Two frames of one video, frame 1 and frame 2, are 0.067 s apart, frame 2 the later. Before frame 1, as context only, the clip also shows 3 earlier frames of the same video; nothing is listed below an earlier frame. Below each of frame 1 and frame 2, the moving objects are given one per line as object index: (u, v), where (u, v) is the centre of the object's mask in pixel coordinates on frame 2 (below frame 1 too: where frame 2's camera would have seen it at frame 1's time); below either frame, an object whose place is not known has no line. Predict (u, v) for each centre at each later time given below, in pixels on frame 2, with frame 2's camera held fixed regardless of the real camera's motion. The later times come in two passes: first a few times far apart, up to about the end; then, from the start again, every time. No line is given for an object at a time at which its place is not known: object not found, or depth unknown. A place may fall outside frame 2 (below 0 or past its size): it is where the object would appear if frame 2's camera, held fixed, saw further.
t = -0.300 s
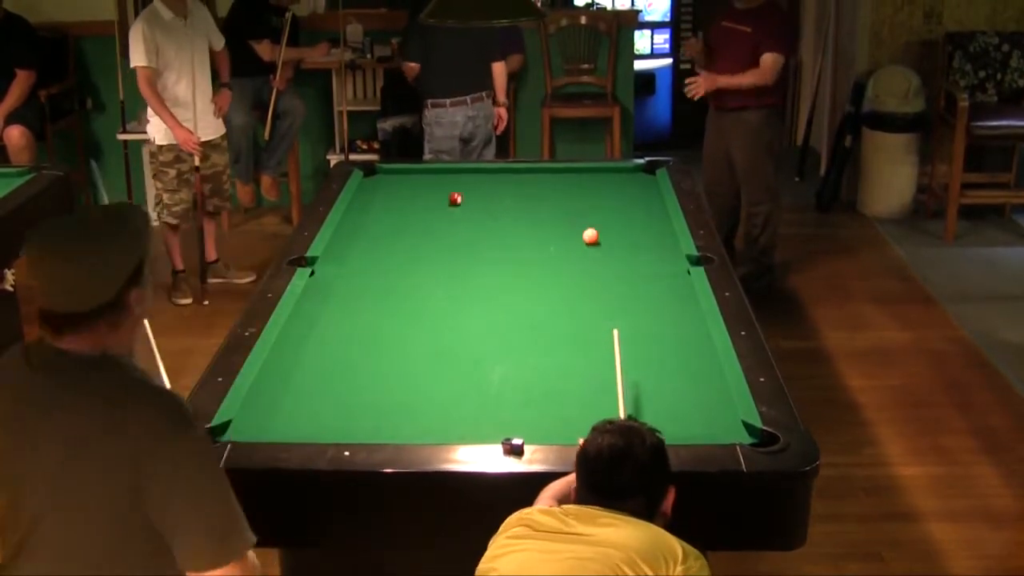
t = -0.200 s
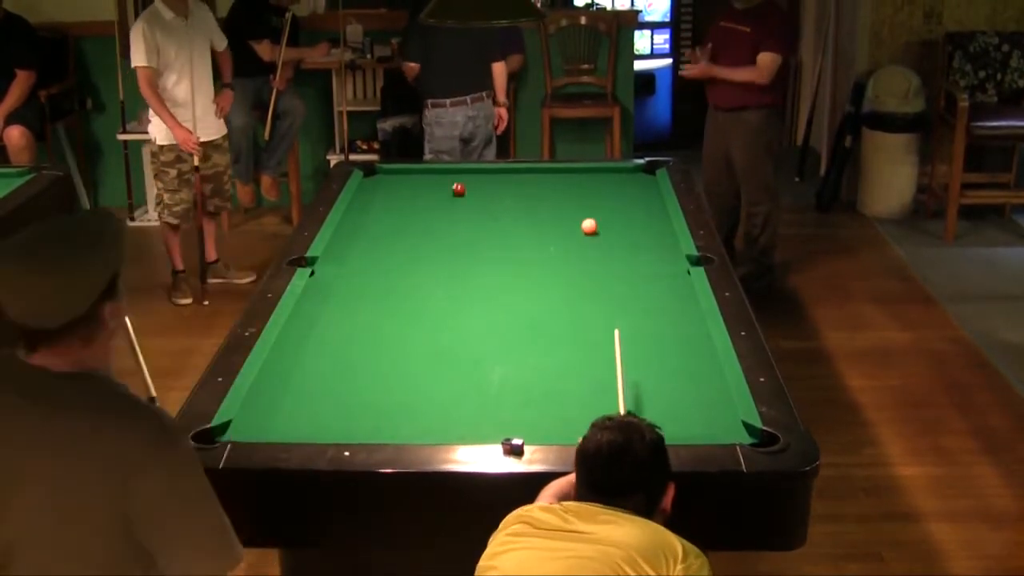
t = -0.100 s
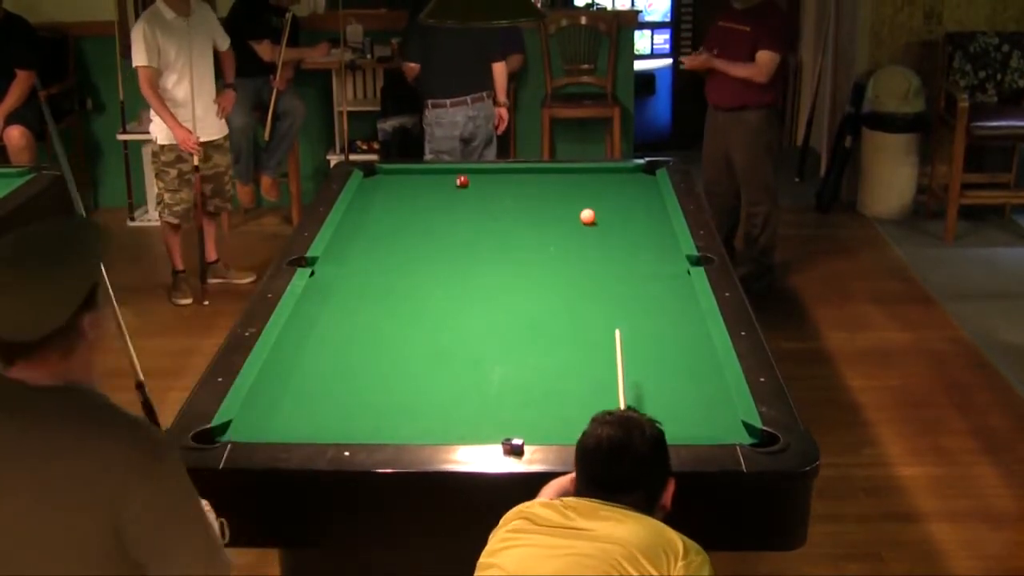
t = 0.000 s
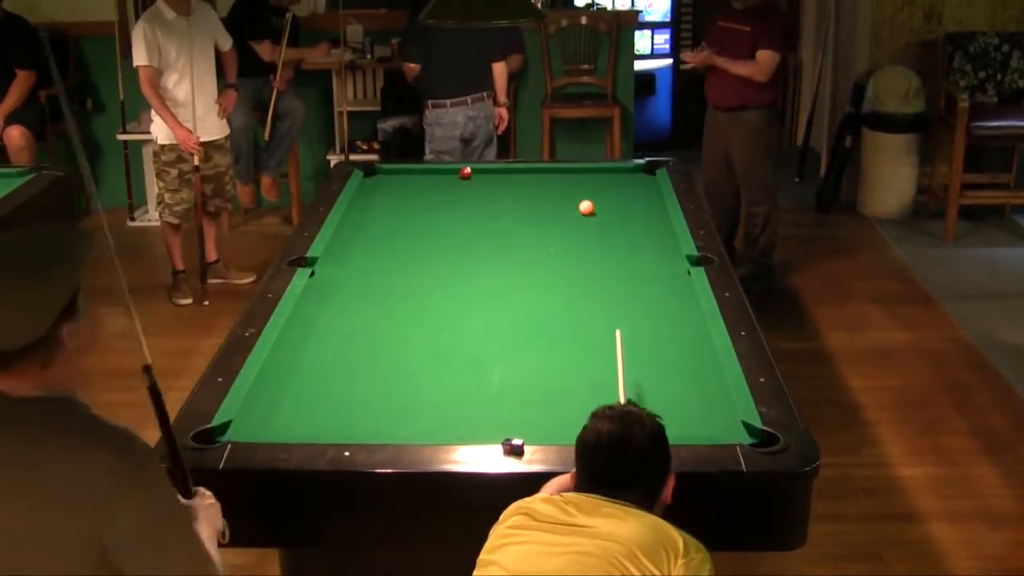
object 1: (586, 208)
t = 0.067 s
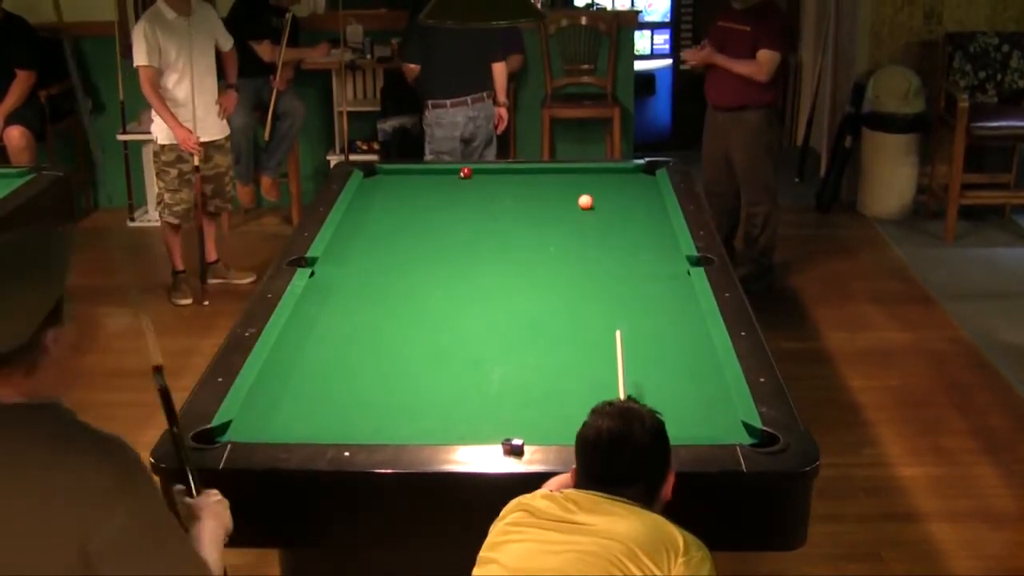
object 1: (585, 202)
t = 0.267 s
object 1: (583, 186)
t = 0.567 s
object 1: (581, 173)
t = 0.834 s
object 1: (581, 183)
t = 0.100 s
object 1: (585, 199)
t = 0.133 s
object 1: (584, 196)
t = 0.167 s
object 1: (584, 194)
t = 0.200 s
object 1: (584, 191)
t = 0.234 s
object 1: (583, 188)
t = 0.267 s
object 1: (583, 186)
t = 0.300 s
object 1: (582, 183)
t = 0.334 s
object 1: (582, 180)
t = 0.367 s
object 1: (582, 178)
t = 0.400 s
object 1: (582, 176)
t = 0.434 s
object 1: (581, 173)
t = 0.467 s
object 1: (581, 171)
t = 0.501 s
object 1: (581, 170)
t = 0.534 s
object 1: (581, 172)
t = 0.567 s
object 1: (581, 173)
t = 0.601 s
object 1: (581, 175)
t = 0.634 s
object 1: (581, 176)
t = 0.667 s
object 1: (582, 177)
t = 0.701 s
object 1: (582, 178)
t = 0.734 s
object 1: (581, 180)
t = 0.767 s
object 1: (582, 181)
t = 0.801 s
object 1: (581, 181)
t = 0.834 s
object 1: (581, 183)
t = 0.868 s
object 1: (582, 184)
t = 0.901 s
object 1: (582, 186)
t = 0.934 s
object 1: (582, 187)
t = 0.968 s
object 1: (582, 188)
